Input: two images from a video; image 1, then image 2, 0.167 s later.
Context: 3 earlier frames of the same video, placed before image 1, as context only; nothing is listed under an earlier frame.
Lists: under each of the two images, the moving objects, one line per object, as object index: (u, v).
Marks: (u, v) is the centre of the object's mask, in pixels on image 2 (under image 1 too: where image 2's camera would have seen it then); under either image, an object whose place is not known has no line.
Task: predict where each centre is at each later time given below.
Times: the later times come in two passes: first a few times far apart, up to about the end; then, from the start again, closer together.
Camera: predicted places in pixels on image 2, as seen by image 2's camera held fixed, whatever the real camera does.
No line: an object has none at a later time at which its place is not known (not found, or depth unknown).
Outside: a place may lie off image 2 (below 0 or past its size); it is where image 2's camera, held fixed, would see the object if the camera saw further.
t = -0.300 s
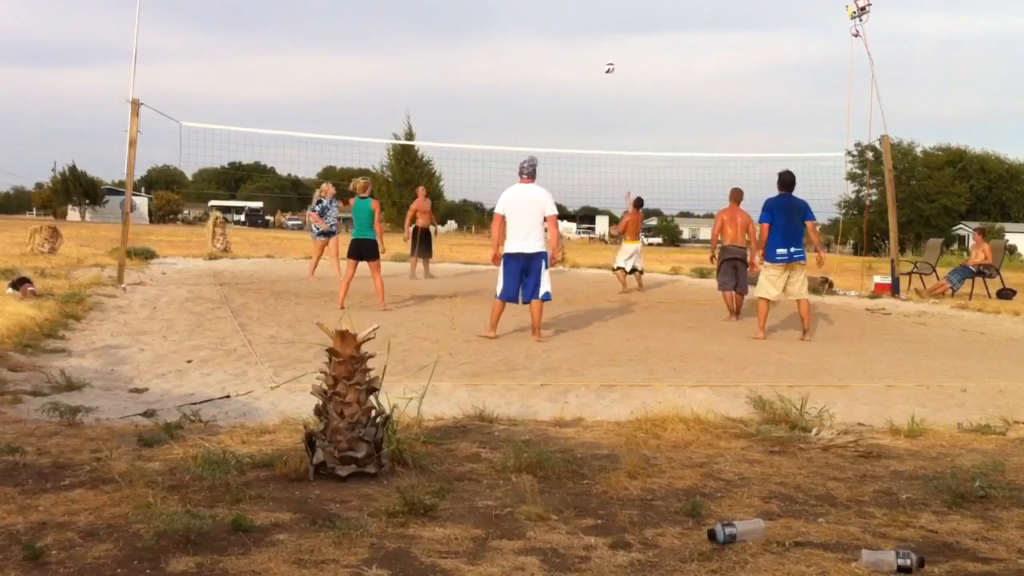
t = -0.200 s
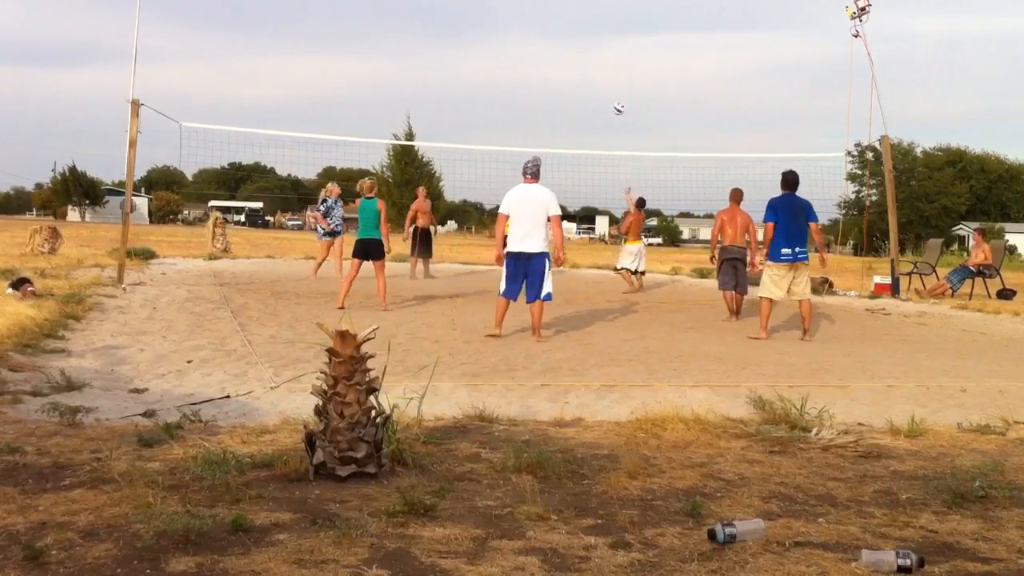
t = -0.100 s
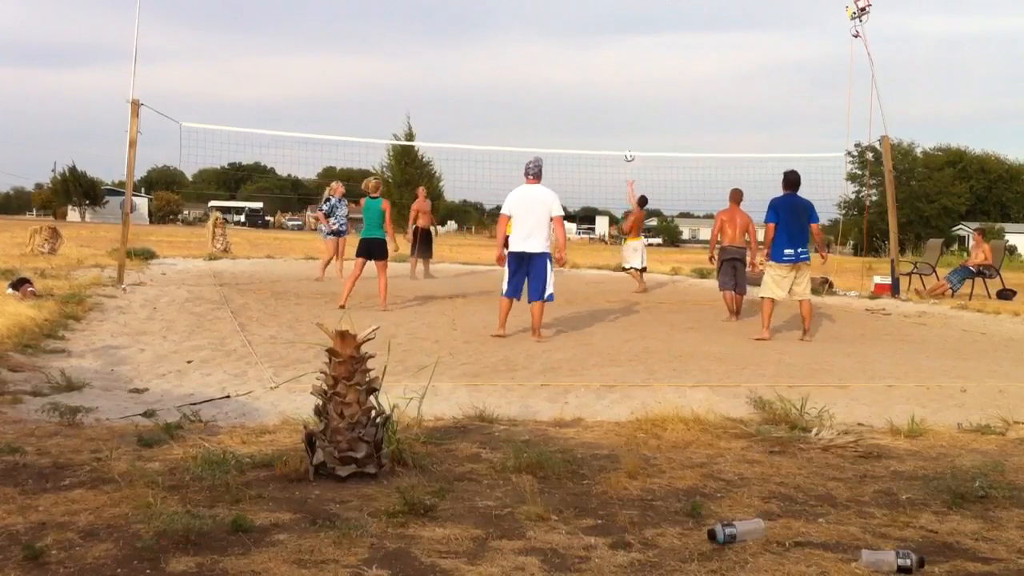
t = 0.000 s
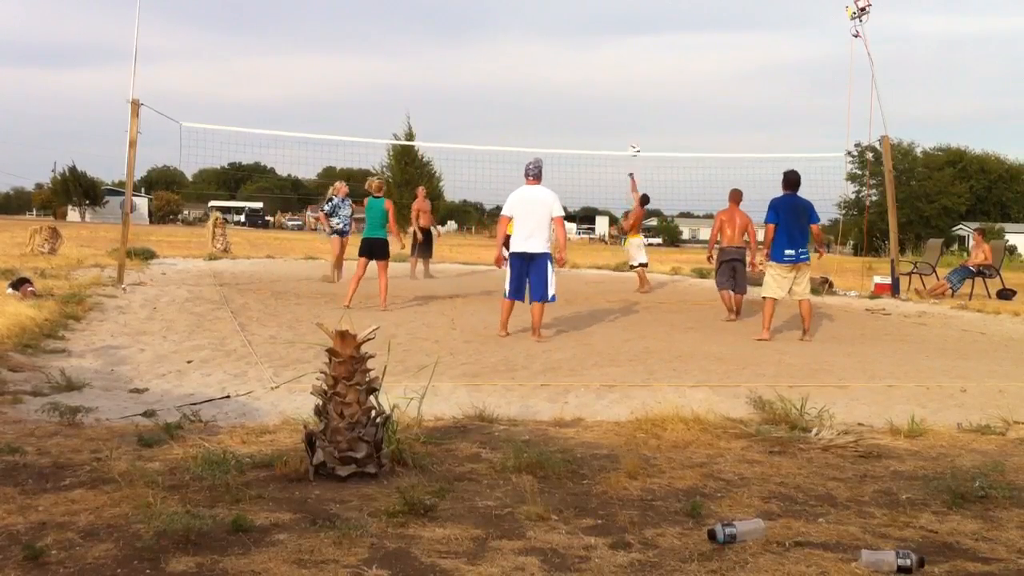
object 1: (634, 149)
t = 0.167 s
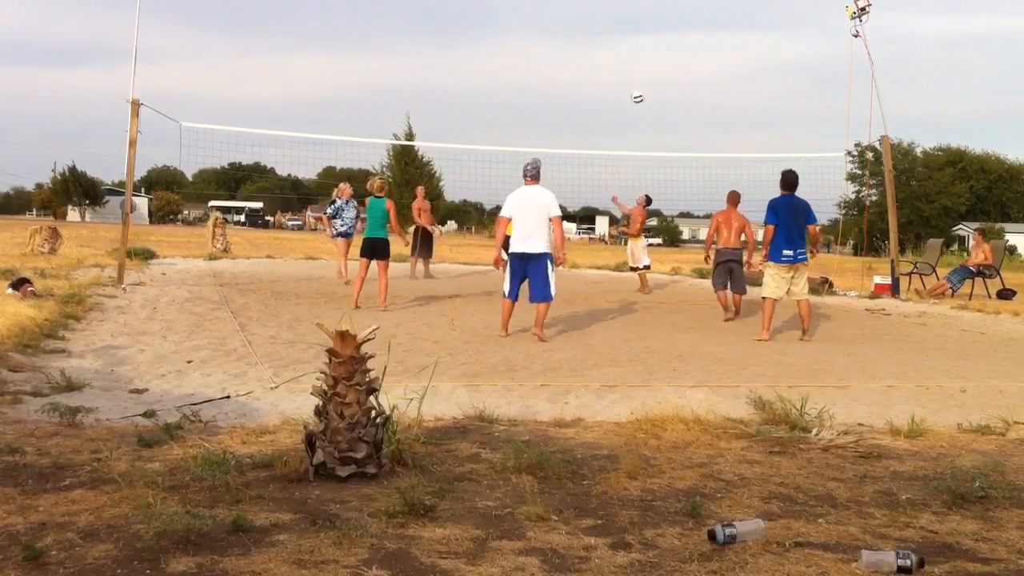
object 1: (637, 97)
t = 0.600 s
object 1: (645, 21)
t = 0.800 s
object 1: (648, 25)
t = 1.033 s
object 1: (652, 71)
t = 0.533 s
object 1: (644, 26)
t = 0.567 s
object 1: (644, 23)
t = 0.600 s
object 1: (645, 21)
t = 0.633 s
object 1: (645, 20)
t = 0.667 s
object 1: (646, 20)
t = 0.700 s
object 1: (646, 20)
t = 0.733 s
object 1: (647, 21)
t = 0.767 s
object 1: (648, 23)
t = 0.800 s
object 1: (648, 25)
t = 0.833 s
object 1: (648, 29)
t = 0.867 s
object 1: (649, 34)
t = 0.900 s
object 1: (649, 40)
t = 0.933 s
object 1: (650, 46)
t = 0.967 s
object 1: (650, 54)
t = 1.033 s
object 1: (652, 71)
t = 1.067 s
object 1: (652, 83)
